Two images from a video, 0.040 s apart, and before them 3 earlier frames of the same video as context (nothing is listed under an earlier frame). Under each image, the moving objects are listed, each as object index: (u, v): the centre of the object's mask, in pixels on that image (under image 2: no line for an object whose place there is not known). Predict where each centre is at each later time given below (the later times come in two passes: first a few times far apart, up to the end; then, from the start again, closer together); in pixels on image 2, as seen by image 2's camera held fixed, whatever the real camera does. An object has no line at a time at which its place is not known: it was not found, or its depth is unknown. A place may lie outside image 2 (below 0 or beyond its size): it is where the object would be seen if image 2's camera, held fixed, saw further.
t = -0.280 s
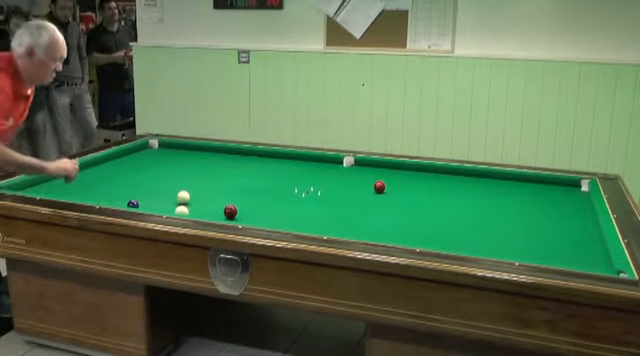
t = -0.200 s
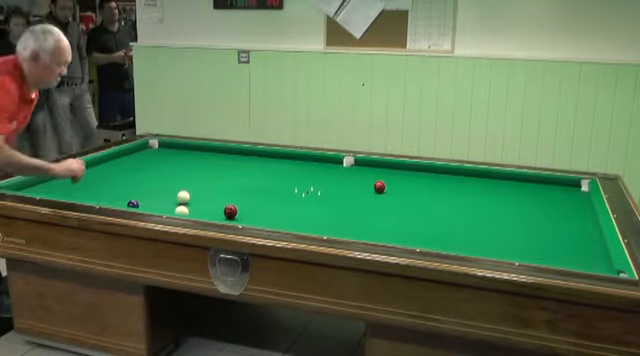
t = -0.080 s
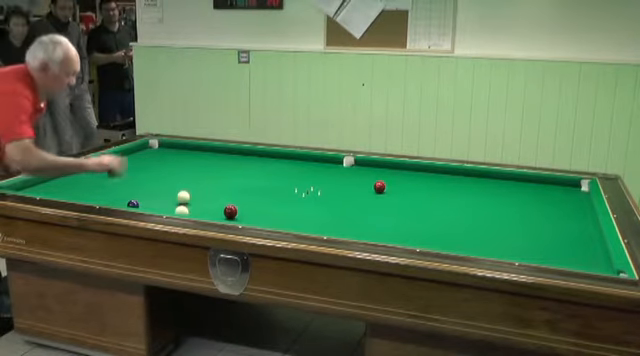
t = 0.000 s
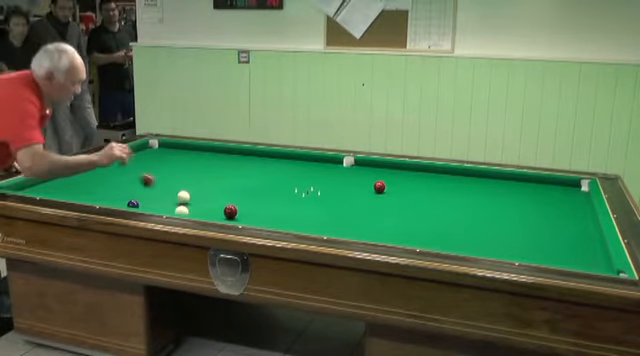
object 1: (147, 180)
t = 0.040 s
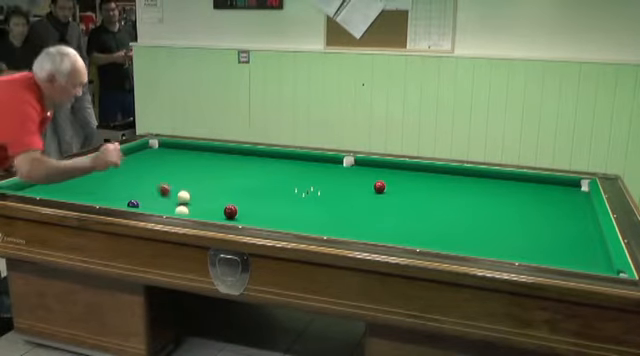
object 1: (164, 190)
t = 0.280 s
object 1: (257, 185)
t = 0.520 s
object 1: (341, 192)
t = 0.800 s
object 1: (424, 196)
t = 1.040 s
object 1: (488, 198)
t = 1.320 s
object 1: (559, 197)
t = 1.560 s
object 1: (561, 191)
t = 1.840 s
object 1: (523, 182)
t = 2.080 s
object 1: (495, 176)
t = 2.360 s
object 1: (465, 175)
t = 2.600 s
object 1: (439, 175)
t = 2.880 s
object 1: (410, 175)
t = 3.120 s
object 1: (384, 174)
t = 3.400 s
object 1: (355, 174)
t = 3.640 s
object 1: (331, 174)
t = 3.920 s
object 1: (303, 173)
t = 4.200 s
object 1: (275, 173)
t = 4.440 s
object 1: (252, 172)
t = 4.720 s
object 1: (226, 172)
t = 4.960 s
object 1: (204, 172)
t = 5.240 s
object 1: (179, 172)
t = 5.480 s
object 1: (159, 171)
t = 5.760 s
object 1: (136, 171)
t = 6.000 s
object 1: (117, 171)
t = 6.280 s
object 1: (96, 170)
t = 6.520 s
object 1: (78, 170)
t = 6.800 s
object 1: (71, 171)
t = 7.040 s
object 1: (74, 174)
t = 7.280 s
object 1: (76, 175)
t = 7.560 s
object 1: (79, 176)
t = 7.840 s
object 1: (83, 181)
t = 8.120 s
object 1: (86, 183)
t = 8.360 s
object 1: (89, 185)
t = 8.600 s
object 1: (91, 187)
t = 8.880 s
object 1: (93, 189)
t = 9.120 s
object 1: (96, 191)
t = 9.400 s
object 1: (98, 193)
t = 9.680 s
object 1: (100, 194)
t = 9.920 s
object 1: (102, 195)
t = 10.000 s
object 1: (102, 195)
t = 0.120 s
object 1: (197, 192)
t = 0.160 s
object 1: (211, 185)
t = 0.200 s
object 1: (227, 182)
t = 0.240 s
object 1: (242, 182)
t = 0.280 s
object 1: (257, 185)
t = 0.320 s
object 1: (273, 192)
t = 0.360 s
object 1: (288, 200)
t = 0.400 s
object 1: (301, 193)
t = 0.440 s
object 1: (314, 190)
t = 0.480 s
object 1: (327, 189)
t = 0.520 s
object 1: (341, 192)
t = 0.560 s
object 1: (354, 199)
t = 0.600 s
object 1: (367, 195)
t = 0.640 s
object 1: (378, 193)
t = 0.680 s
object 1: (390, 194)
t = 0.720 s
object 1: (401, 199)
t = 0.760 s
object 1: (412, 197)
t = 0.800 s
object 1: (424, 196)
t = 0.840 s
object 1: (435, 199)
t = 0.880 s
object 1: (446, 198)
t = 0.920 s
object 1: (456, 198)
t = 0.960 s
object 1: (467, 198)
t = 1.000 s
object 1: (477, 198)
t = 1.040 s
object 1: (488, 198)
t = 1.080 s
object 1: (499, 198)
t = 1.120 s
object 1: (509, 198)
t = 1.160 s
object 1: (519, 198)
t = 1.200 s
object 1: (529, 198)
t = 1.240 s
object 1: (539, 197)
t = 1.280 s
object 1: (549, 197)
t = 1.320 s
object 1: (559, 197)
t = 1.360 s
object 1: (568, 197)
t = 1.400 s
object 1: (577, 197)
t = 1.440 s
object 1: (583, 197)
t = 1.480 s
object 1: (576, 195)
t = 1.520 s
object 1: (569, 193)
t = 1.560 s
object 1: (561, 191)
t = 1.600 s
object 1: (555, 190)
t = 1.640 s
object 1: (549, 188)
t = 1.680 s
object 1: (544, 187)
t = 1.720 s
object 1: (538, 186)
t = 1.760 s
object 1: (533, 185)
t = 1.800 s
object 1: (528, 183)
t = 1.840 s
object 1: (523, 182)
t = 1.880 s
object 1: (518, 181)
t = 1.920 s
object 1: (513, 179)
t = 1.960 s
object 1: (508, 179)
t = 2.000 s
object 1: (505, 177)
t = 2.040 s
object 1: (501, 177)
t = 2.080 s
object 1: (495, 176)
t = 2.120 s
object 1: (491, 175)
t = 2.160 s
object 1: (487, 175)
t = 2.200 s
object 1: (483, 175)
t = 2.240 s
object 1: (477, 175)
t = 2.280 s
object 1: (473, 176)
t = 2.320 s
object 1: (470, 175)
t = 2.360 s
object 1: (465, 175)
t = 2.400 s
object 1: (461, 175)
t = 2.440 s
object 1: (457, 175)
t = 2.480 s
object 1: (452, 175)
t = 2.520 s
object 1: (448, 175)
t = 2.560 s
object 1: (443, 175)
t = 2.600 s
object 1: (439, 175)
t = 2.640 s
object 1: (435, 175)
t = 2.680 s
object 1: (431, 174)
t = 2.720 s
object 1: (426, 175)
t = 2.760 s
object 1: (422, 175)
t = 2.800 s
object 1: (418, 175)
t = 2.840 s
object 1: (414, 174)
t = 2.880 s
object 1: (410, 175)
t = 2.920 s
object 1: (405, 175)
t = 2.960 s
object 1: (402, 175)
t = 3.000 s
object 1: (397, 175)
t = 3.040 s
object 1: (393, 174)
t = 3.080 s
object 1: (388, 174)
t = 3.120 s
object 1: (384, 174)
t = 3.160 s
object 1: (380, 174)
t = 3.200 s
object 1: (376, 174)
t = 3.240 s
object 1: (372, 174)
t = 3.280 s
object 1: (368, 174)
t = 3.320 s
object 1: (363, 174)
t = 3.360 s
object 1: (359, 174)
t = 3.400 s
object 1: (355, 174)
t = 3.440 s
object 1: (351, 174)
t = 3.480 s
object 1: (347, 174)
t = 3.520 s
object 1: (343, 174)
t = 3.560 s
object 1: (339, 174)
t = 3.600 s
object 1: (334, 174)
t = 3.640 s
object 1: (331, 174)
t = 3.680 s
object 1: (327, 174)
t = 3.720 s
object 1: (323, 174)
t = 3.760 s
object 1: (319, 173)
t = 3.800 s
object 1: (315, 173)
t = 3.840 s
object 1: (310, 173)
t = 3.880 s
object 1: (306, 173)
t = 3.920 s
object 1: (303, 173)
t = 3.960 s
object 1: (298, 173)
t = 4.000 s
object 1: (295, 173)
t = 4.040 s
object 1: (290, 173)
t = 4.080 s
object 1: (287, 173)
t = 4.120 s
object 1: (283, 172)
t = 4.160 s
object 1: (279, 173)
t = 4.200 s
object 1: (275, 173)
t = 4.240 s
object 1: (271, 173)
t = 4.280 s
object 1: (267, 172)
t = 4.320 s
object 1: (263, 172)
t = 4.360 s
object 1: (260, 172)
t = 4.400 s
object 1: (256, 172)
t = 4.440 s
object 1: (252, 172)
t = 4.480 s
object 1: (248, 172)
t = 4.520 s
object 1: (245, 172)
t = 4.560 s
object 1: (241, 172)
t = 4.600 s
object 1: (237, 172)
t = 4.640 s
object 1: (233, 172)
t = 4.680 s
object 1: (230, 172)
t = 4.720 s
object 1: (226, 172)
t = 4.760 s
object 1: (222, 172)
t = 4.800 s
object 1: (218, 172)
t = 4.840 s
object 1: (215, 172)
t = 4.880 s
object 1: (212, 172)
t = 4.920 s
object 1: (208, 171)
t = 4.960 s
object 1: (204, 172)
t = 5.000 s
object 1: (201, 172)
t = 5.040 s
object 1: (197, 172)
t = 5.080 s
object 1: (193, 171)
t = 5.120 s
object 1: (190, 171)
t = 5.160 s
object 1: (187, 171)
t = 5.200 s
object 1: (183, 172)
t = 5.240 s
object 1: (179, 172)
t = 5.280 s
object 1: (176, 171)
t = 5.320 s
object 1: (173, 171)
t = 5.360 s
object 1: (169, 172)
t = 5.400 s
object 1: (165, 171)
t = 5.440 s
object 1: (162, 171)
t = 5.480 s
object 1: (159, 171)
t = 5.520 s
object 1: (156, 171)
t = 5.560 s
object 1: (152, 171)
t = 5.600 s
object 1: (149, 171)
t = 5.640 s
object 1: (146, 171)
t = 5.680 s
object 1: (142, 171)
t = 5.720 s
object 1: (140, 171)
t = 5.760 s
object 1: (136, 171)
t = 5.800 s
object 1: (133, 171)
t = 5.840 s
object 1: (130, 171)
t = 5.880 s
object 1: (127, 171)
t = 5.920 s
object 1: (124, 171)
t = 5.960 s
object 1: (120, 171)
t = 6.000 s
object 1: (117, 171)
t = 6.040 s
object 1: (114, 171)
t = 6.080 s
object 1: (111, 171)
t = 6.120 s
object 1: (108, 171)
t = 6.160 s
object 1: (106, 170)
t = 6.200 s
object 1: (102, 171)
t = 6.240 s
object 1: (99, 170)
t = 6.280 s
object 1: (96, 170)
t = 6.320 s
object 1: (92, 171)
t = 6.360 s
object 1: (90, 171)
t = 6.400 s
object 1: (87, 171)
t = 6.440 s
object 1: (85, 171)
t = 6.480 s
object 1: (82, 171)
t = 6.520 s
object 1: (78, 170)
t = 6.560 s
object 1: (75, 171)
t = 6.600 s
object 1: (73, 171)
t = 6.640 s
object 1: (71, 170)
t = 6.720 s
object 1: (72, 171)
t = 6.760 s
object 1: (71, 171)
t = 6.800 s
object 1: (71, 171)
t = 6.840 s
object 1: (72, 172)
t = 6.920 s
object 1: (72, 172)
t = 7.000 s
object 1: (73, 173)
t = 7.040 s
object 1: (74, 174)
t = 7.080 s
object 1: (75, 174)
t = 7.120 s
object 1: (75, 174)
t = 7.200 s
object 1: (76, 174)
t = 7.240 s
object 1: (76, 175)
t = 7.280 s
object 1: (76, 175)
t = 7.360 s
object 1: (77, 176)
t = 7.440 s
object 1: (78, 176)
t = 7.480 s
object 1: (79, 176)
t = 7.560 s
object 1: (79, 176)
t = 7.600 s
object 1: (79, 176)
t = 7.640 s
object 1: (80, 177)
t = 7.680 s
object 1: (82, 180)
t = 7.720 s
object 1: (82, 180)
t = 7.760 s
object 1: (82, 180)
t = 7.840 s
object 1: (83, 181)
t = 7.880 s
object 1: (84, 181)
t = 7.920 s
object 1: (84, 181)
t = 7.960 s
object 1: (84, 181)
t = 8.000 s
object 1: (85, 183)
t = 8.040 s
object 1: (85, 183)
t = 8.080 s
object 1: (86, 183)
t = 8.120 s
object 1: (86, 183)
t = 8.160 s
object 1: (87, 184)
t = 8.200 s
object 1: (87, 184)
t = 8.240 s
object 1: (87, 184)
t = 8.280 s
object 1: (88, 184)
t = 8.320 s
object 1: (88, 185)
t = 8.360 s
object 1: (89, 185)
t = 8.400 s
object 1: (89, 186)
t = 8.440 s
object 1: (89, 186)
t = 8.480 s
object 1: (90, 186)
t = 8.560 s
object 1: (91, 187)
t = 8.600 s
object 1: (91, 187)
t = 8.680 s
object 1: (92, 188)
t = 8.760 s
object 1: (93, 188)
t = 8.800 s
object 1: (93, 188)
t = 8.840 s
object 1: (93, 189)
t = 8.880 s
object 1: (93, 189)
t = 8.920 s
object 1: (94, 190)
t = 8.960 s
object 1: (94, 190)
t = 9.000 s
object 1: (94, 190)
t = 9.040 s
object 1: (95, 191)
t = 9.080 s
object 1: (95, 191)
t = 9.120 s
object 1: (96, 191)
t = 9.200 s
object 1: (96, 191)
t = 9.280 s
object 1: (97, 192)
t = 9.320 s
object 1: (97, 192)
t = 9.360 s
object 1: (97, 192)
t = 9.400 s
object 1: (98, 193)
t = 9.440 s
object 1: (98, 193)
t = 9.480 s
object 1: (98, 193)
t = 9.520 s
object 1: (99, 193)
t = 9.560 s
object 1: (99, 193)
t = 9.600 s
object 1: (100, 194)
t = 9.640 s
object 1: (100, 194)
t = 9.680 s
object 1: (100, 194)
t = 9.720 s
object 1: (100, 195)
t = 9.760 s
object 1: (101, 195)
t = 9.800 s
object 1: (101, 195)
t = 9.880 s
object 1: (102, 195)
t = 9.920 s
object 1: (102, 195)
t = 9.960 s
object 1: (102, 195)
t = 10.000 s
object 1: (102, 195)
